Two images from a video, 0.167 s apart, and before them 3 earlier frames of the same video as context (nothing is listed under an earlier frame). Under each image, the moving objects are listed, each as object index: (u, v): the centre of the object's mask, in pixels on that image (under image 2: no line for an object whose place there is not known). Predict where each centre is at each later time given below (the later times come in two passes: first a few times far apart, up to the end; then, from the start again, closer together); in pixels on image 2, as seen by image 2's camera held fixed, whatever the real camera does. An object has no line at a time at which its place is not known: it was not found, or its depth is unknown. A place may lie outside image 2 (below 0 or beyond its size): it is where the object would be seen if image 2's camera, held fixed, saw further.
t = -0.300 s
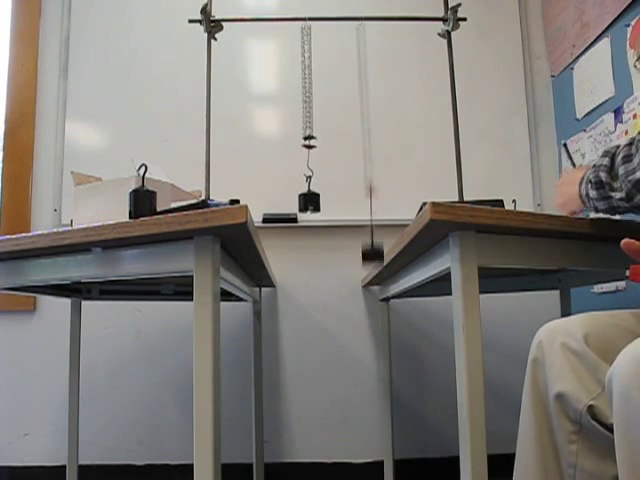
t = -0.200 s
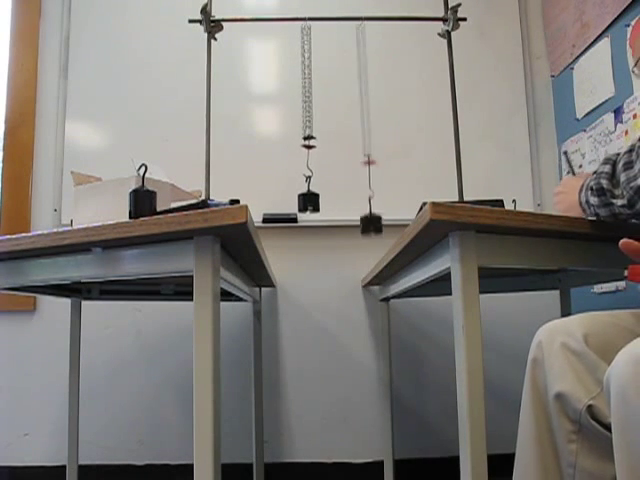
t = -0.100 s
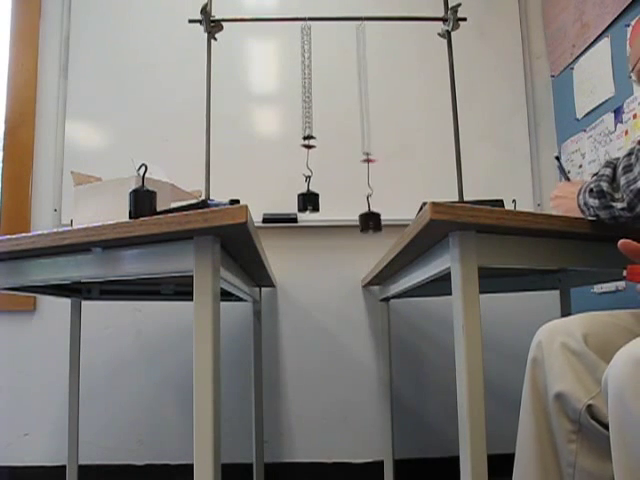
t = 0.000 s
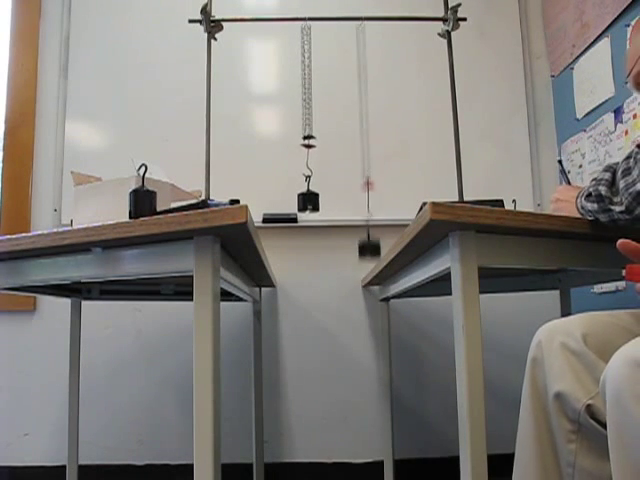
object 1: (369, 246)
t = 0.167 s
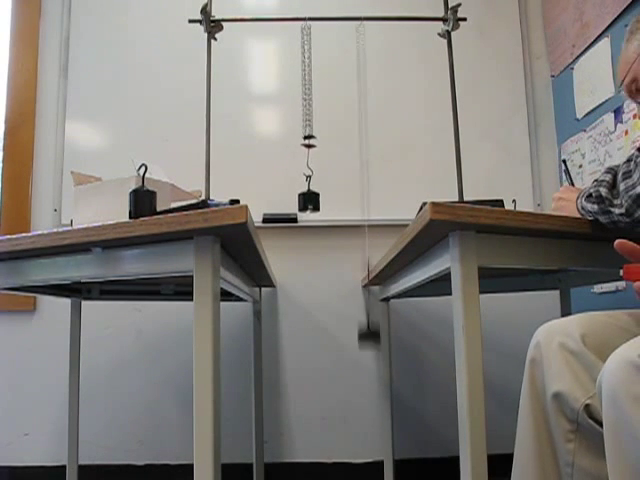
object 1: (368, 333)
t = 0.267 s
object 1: (369, 380)
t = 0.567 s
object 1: (369, 378)
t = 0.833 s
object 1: (370, 245)
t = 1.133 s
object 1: (372, 255)
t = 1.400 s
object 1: (373, 386)
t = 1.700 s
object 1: (368, 368)
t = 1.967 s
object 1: (366, 237)
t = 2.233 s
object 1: (370, 249)
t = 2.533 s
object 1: (376, 394)
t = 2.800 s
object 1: (373, 374)
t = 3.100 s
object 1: (364, 232)
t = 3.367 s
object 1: (365, 255)
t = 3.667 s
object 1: (375, 399)
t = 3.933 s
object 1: (376, 366)
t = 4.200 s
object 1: (370, 236)
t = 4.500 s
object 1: (366, 265)
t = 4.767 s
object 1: (370, 394)
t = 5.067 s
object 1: (374, 357)
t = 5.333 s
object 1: (372, 232)
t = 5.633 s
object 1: (370, 277)
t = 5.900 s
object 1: (371, 401)
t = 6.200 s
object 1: (369, 347)
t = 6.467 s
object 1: (370, 229)
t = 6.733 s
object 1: (372, 270)
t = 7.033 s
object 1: (374, 404)
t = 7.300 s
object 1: (369, 356)
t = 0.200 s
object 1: (368, 349)
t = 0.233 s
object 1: (368, 365)
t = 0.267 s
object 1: (369, 380)
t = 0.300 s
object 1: (369, 393)
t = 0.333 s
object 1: (369, 404)
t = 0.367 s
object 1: (369, 411)
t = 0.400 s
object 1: (369, 414)
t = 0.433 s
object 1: (369, 414)
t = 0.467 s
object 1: (369, 410)
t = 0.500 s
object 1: (369, 403)
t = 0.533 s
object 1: (369, 391)
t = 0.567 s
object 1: (369, 378)
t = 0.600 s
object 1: (369, 362)
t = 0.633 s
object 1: (369, 346)
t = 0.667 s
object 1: (370, 327)
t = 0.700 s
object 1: (369, 309)
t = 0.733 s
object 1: (370, 292)
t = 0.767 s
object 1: (369, 275)
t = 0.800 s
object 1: (370, 258)
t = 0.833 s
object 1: (370, 245)
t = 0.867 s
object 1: (370, 234)
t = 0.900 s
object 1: (370, 225)
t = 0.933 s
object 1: (371, 220)
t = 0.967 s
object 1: (371, 219)
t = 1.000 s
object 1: (371, 220)
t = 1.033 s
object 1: (371, 224)
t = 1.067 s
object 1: (371, 231)
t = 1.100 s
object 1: (372, 241)
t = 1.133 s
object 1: (372, 255)
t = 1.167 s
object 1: (373, 272)
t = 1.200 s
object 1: (373, 289)
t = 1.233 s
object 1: (372, 299)
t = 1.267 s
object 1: (374, 318)
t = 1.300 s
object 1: (374, 339)
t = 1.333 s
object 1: (374, 358)
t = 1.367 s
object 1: (373, 373)
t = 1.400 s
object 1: (373, 386)
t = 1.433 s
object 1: (372, 398)
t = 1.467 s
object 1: (372, 406)
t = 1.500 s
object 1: (372, 412)
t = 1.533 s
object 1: (371, 413)
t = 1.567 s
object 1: (371, 411)
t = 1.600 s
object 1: (370, 405)
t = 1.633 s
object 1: (369, 396)
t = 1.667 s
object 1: (369, 382)
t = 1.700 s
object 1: (368, 368)
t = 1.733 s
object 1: (367, 353)
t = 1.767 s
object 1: (367, 334)
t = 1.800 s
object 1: (367, 316)
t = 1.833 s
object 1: (366, 298)
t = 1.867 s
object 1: (364, 282)
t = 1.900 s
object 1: (365, 262)
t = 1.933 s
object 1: (365, 249)
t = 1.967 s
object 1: (366, 237)
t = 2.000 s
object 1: (366, 228)
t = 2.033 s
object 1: (366, 223)
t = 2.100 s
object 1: (367, 220)
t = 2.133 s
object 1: (368, 223)
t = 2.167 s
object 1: (368, 228)
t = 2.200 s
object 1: (369, 237)
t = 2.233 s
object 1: (370, 249)
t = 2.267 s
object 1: (370, 263)
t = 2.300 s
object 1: (370, 281)
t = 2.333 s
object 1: (373, 296)
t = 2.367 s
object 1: (372, 307)
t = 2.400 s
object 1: (374, 334)
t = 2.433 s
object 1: (375, 350)
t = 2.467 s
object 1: (376, 366)
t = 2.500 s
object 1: (376, 380)
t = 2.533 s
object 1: (376, 394)
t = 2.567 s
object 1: (376, 404)
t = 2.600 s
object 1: (376, 410)
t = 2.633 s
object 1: (376, 412)
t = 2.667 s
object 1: (376, 412)
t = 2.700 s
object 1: (375, 407)
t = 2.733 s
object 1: (374, 400)
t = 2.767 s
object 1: (374, 388)
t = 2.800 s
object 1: (373, 374)
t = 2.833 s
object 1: (371, 359)
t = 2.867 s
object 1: (370, 342)
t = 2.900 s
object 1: (370, 325)
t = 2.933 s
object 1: (367, 305)
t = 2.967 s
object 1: (367, 289)
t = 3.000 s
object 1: (366, 273)
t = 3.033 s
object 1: (365, 255)
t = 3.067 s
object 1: (365, 243)
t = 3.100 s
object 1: (364, 232)
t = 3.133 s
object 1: (364, 224)
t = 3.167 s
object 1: (364, 220)
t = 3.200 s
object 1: (364, 218)
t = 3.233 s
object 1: (364, 220)
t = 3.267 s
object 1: (364, 224)
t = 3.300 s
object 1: (364, 232)
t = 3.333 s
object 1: (365, 243)
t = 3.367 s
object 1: (365, 255)
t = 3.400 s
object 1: (366, 273)
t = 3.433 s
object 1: (366, 289)
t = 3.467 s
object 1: (369, 304)
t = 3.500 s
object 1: (370, 324)
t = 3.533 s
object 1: (371, 343)
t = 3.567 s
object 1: (371, 361)
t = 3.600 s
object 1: (373, 376)
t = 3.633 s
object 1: (374, 389)
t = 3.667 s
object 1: (375, 399)
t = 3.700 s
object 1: (375, 407)
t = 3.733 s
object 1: (376, 411)
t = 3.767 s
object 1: (376, 412)
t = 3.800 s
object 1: (377, 409)
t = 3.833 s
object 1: (377, 402)
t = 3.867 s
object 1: (377, 393)
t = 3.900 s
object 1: (377, 381)
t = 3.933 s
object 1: (376, 366)
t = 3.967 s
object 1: (376, 350)
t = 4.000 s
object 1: (375, 332)
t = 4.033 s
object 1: (374, 316)
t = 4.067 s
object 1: (373, 295)
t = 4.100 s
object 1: (370, 281)
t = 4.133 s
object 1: (371, 262)
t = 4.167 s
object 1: (371, 250)
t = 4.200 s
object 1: (370, 236)
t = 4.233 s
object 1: (370, 227)
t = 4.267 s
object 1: (369, 224)
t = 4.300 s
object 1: (368, 220)
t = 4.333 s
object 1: (367, 221)
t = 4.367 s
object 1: (367, 224)
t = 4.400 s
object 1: (366, 230)
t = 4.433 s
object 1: (366, 238)
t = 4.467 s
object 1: (366, 250)
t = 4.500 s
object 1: (366, 265)
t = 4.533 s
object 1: (365, 281)
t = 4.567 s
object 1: (366, 299)
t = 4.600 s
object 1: (367, 317)
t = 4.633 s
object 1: (368, 336)
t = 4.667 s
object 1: (368, 353)
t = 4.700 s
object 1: (369, 367)
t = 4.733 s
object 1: (369, 382)
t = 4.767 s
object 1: (370, 394)
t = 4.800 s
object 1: (370, 404)
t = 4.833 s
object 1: (371, 409)
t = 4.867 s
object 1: (372, 411)
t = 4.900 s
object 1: (372, 410)
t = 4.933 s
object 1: (372, 405)
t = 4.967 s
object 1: (373, 397)
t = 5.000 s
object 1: (373, 386)
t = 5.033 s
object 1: (373, 372)
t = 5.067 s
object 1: (374, 357)
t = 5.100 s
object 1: (374, 340)
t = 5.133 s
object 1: (374, 321)
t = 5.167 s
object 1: (374, 304)
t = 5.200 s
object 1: (373, 291)
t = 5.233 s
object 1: (373, 272)
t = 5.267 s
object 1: (373, 239)
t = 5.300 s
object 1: (372, 227)
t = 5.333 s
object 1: (372, 232)
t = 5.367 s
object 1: (372, 225)
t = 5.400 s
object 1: (372, 221)
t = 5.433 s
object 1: (372, 220)
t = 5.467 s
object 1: (372, 222)
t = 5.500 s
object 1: (371, 226)
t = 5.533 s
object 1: (371, 234)
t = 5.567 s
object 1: (371, 245)
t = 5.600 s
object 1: (371, 257)
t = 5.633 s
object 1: (370, 277)
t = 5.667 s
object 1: (371, 294)
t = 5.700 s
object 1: (371, 309)
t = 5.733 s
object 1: (371, 327)
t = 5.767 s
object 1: (371, 347)
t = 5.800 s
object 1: (371, 364)
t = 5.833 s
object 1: (371, 377)
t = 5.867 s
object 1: (371, 390)
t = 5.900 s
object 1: (371, 401)
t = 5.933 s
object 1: (370, 408)
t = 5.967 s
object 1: (370, 412)
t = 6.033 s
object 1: (370, 408)
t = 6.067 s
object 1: (370, 402)
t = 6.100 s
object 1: (370, 392)
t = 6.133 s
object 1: (369, 379)
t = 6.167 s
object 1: (369, 363)
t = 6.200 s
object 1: (369, 347)
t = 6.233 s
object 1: (369, 332)
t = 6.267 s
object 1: (369, 313)
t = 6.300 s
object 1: (369, 295)
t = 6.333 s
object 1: (368, 278)
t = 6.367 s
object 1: (369, 260)
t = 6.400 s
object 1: (369, 249)
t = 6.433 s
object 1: (369, 238)
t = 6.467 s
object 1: (370, 229)
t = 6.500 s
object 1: (370, 224)
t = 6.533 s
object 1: (370, 221)
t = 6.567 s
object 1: (371, 221)
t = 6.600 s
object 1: (371, 225)
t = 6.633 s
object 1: (372, 232)
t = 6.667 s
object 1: (372, 241)
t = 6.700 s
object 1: (373, 252)
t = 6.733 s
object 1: (372, 270)
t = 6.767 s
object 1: (374, 287)
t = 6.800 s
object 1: (375, 303)
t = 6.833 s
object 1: (375, 316)
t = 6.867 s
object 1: (375, 335)
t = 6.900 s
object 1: (375, 352)
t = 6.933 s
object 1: (375, 368)
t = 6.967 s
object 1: (375, 382)
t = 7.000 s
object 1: (375, 394)
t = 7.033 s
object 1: (374, 404)
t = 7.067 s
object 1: (374, 408)
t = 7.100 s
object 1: (373, 410)
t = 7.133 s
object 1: (373, 408)
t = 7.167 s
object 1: (372, 403)
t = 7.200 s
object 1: (372, 395)
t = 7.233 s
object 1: (371, 384)
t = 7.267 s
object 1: (370, 369)
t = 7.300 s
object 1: (369, 356)
